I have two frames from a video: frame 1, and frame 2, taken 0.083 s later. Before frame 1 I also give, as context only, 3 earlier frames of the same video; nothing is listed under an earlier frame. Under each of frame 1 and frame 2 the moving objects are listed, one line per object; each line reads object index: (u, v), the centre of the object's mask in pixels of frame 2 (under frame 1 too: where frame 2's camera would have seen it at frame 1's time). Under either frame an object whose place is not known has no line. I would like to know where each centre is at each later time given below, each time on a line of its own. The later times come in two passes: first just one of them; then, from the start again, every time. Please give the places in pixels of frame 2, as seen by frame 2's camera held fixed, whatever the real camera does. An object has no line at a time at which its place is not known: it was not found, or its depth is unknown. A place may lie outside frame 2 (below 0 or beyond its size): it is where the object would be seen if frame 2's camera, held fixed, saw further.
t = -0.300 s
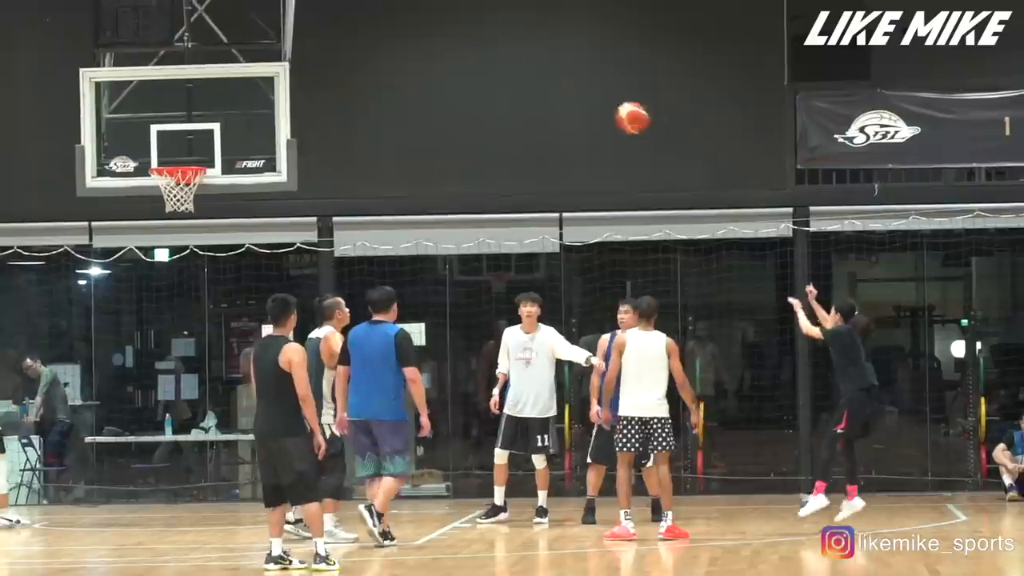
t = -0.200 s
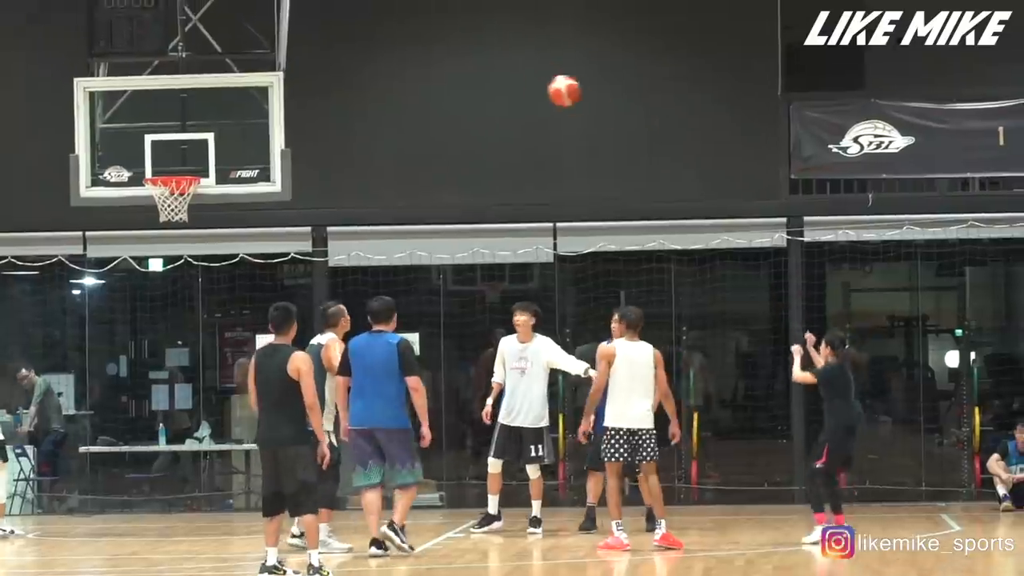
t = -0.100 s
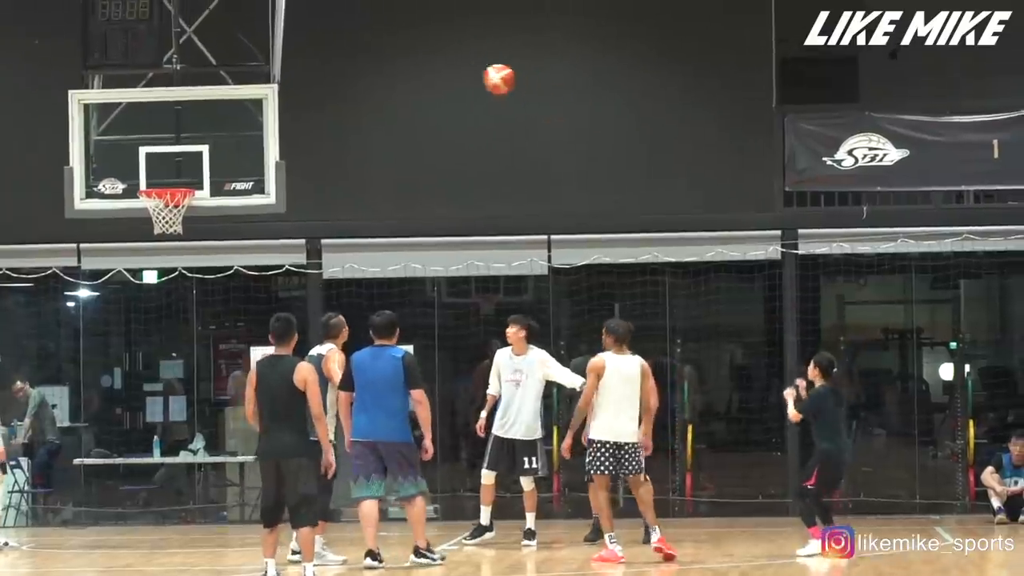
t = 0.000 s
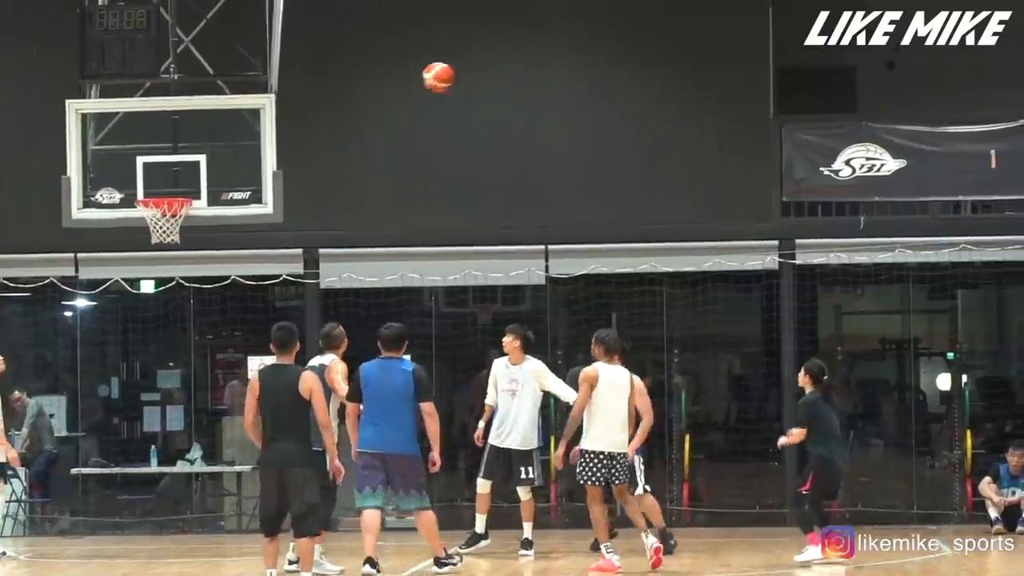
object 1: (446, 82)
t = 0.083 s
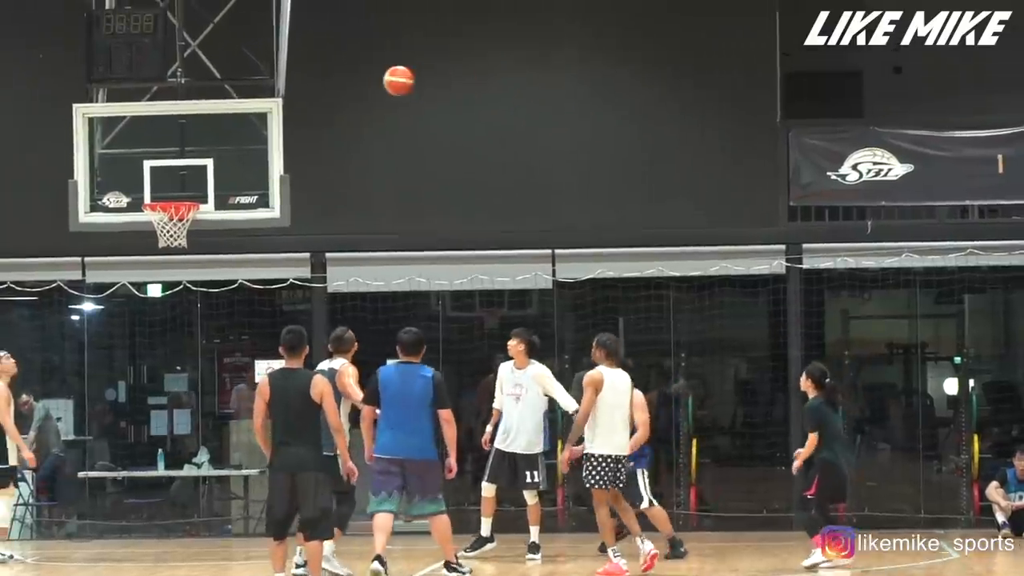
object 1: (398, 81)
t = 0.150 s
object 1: (361, 86)
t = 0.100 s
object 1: (389, 81)
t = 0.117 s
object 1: (379, 83)
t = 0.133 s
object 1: (370, 84)
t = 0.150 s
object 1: (361, 86)
